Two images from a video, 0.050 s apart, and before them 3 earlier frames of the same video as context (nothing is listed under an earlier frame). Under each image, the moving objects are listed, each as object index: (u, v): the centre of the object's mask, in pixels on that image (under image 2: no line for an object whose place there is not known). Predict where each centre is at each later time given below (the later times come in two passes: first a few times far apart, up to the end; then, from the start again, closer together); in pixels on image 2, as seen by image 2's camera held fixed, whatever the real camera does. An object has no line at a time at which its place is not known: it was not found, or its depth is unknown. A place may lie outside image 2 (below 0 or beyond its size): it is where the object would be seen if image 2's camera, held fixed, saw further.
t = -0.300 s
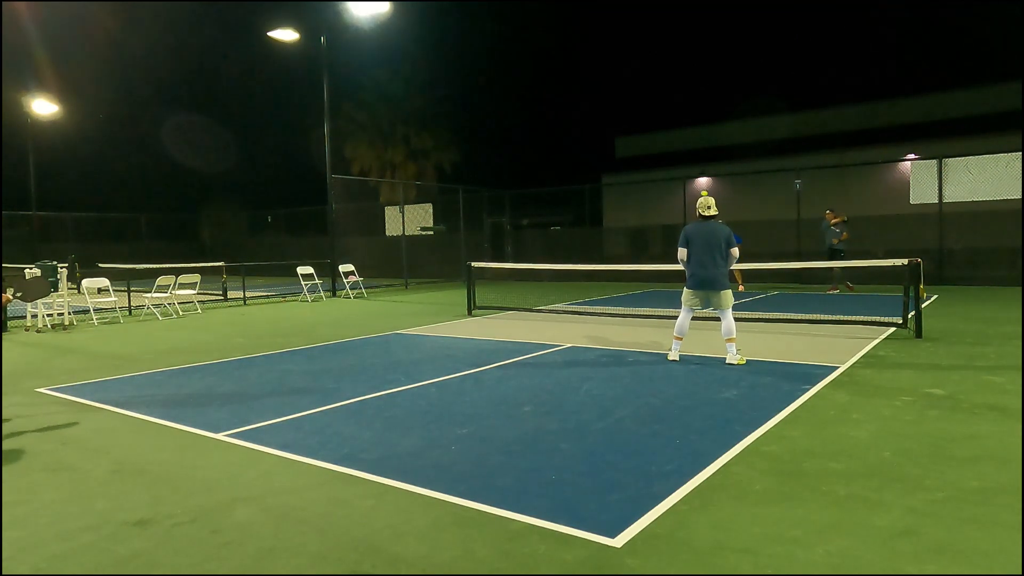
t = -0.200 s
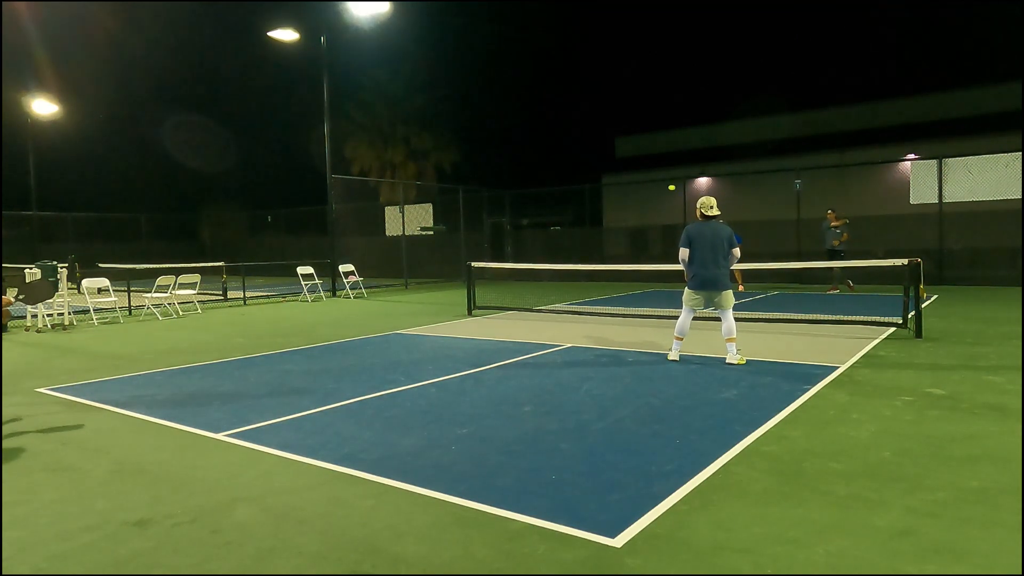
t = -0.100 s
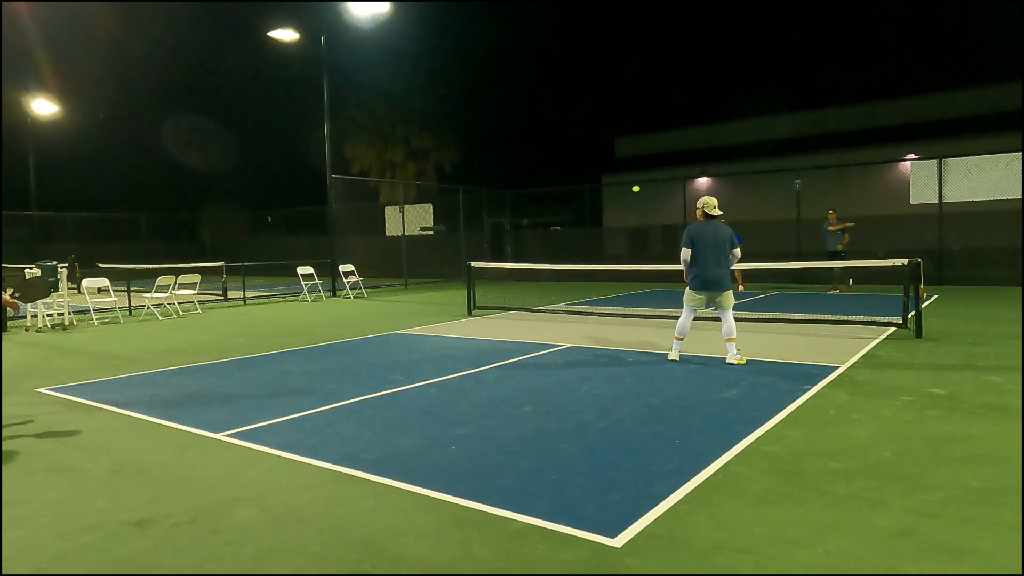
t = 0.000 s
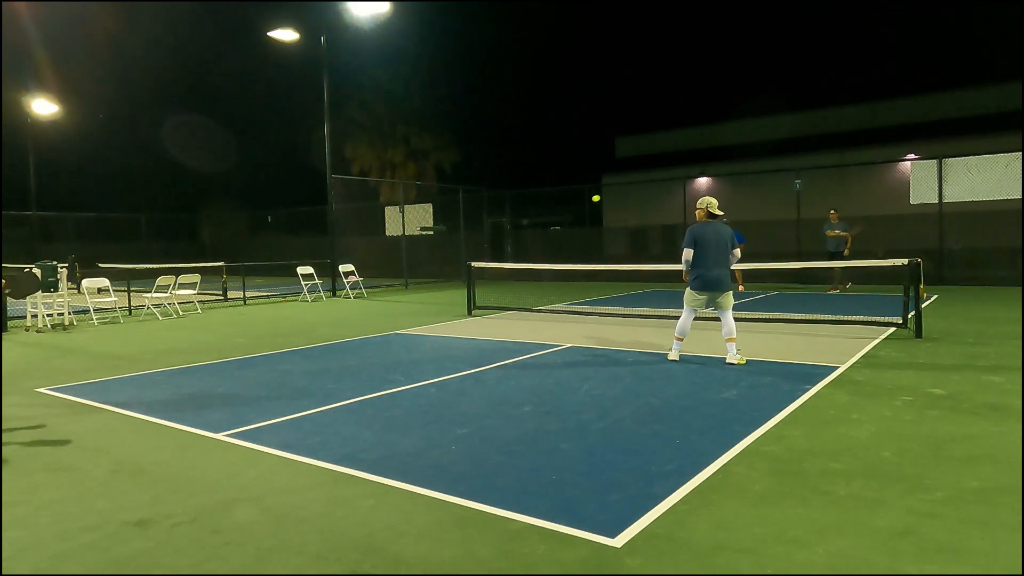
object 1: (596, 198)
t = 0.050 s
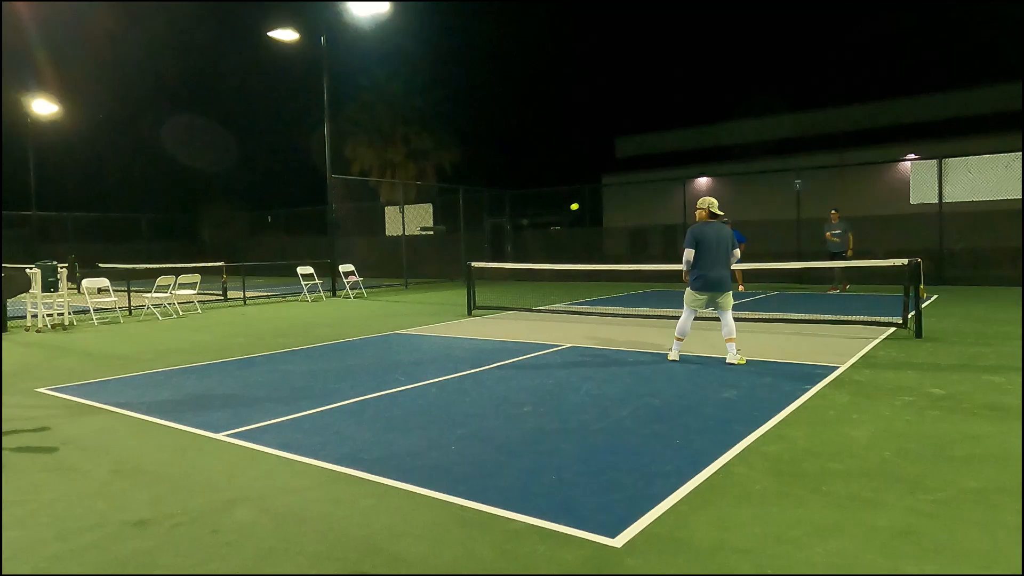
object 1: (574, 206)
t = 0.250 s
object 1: (476, 268)
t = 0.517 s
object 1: (328, 346)
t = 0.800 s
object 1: (166, 308)
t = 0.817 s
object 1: (155, 308)
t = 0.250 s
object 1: (476, 268)
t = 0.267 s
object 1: (467, 275)
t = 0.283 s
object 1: (458, 283)
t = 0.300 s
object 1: (449, 291)
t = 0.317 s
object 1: (439, 300)
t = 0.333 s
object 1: (429, 309)
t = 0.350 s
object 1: (419, 319)
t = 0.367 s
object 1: (410, 328)
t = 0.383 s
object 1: (399, 339)
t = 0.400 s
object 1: (389, 350)
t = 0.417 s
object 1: (378, 361)
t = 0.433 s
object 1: (368, 372)
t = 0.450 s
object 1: (360, 367)
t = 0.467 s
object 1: (352, 361)
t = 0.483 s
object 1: (344, 356)
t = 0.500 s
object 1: (336, 350)
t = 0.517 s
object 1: (328, 346)
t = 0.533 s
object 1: (319, 341)
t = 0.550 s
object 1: (310, 337)
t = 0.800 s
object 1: (166, 308)
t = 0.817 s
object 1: (155, 308)
